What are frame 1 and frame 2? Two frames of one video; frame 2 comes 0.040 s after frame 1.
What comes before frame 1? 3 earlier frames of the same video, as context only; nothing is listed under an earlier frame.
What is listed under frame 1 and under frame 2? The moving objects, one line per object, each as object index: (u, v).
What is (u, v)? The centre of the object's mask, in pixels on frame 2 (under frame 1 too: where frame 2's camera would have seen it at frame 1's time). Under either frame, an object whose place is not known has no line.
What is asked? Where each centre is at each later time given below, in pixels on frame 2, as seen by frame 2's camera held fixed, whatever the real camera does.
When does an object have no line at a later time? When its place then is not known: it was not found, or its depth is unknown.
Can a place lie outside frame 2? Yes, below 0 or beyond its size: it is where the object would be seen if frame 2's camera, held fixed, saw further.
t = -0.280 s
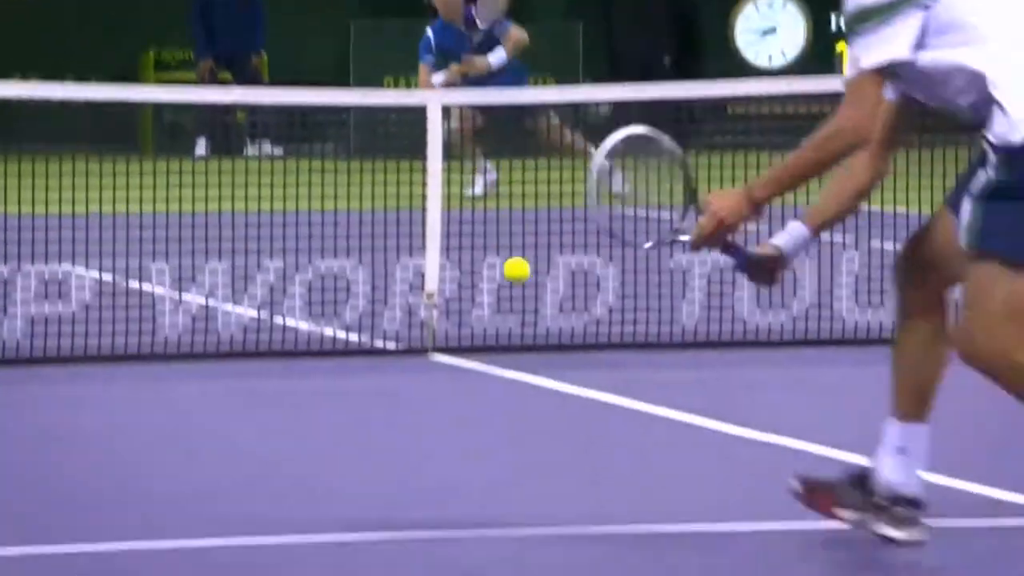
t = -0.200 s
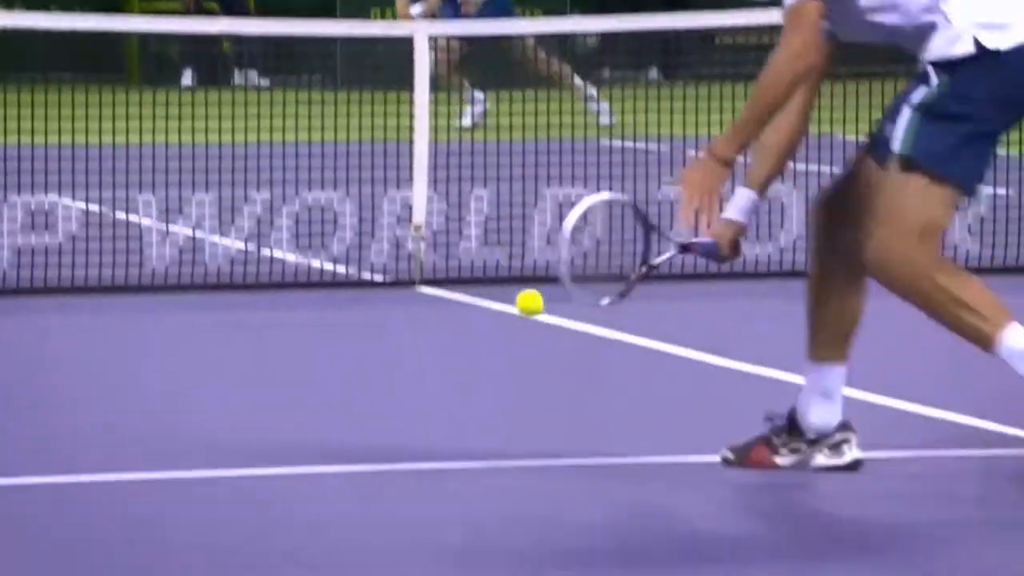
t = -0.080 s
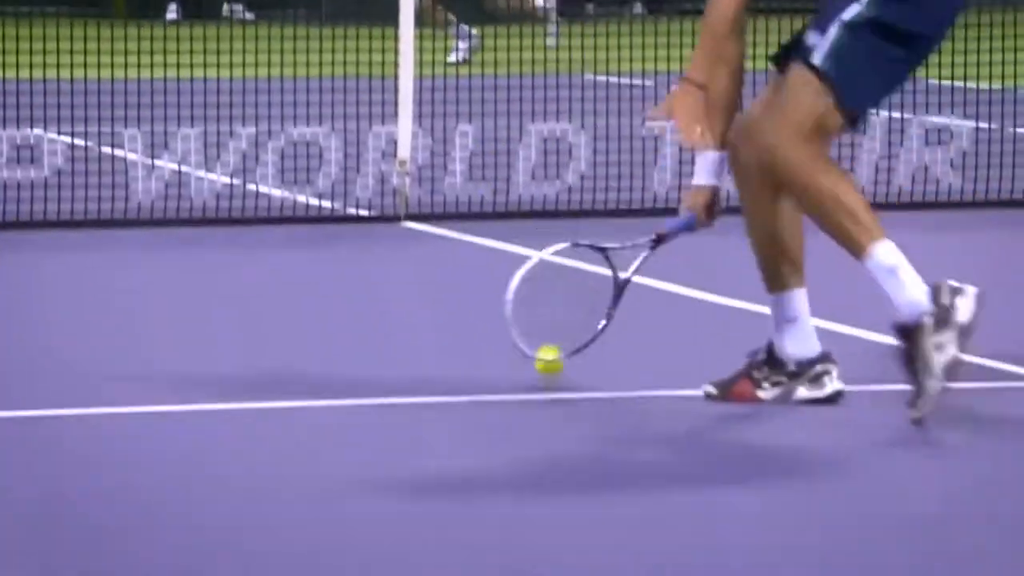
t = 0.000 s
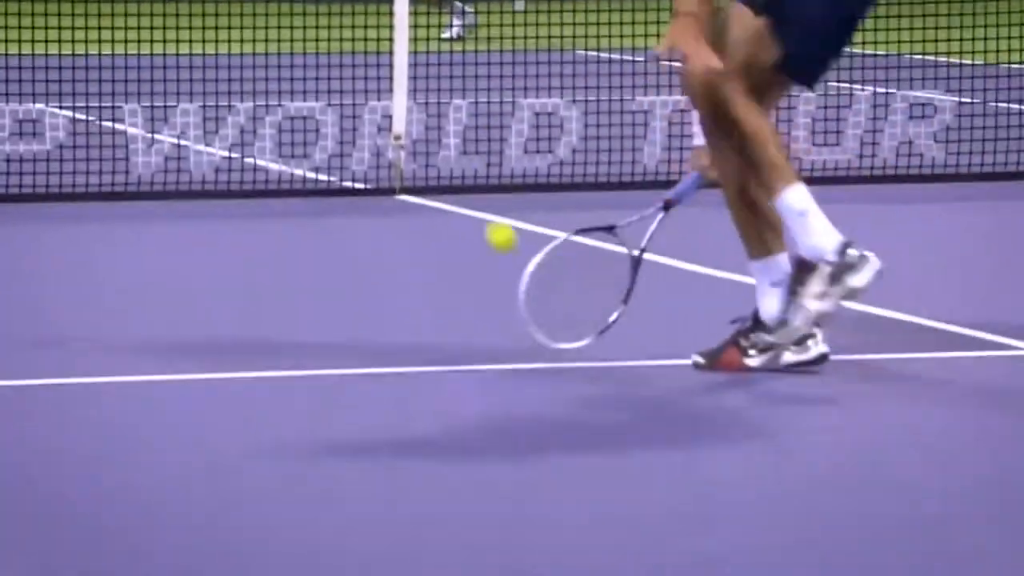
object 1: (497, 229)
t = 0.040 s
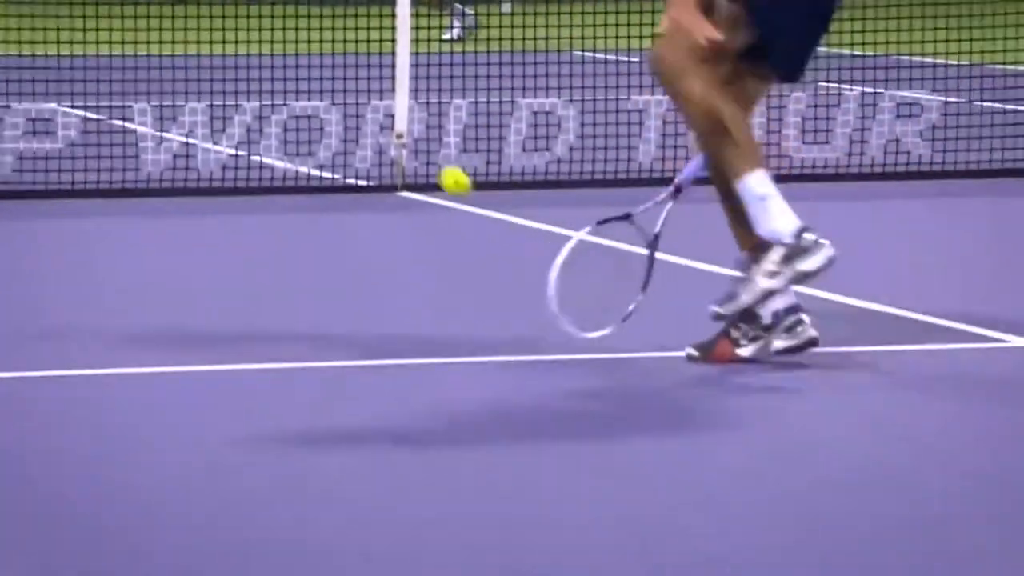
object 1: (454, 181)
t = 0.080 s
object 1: (409, 133)
